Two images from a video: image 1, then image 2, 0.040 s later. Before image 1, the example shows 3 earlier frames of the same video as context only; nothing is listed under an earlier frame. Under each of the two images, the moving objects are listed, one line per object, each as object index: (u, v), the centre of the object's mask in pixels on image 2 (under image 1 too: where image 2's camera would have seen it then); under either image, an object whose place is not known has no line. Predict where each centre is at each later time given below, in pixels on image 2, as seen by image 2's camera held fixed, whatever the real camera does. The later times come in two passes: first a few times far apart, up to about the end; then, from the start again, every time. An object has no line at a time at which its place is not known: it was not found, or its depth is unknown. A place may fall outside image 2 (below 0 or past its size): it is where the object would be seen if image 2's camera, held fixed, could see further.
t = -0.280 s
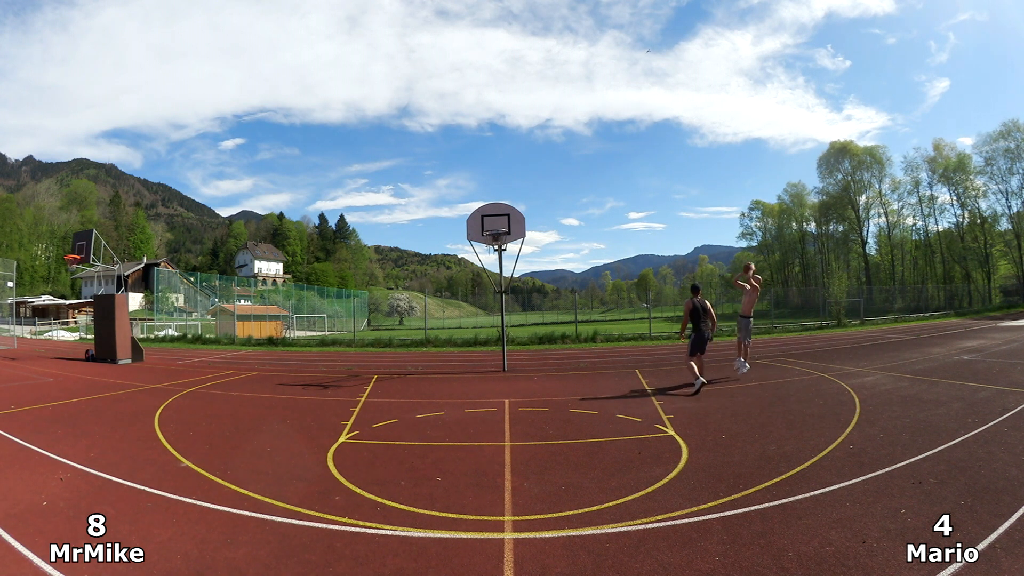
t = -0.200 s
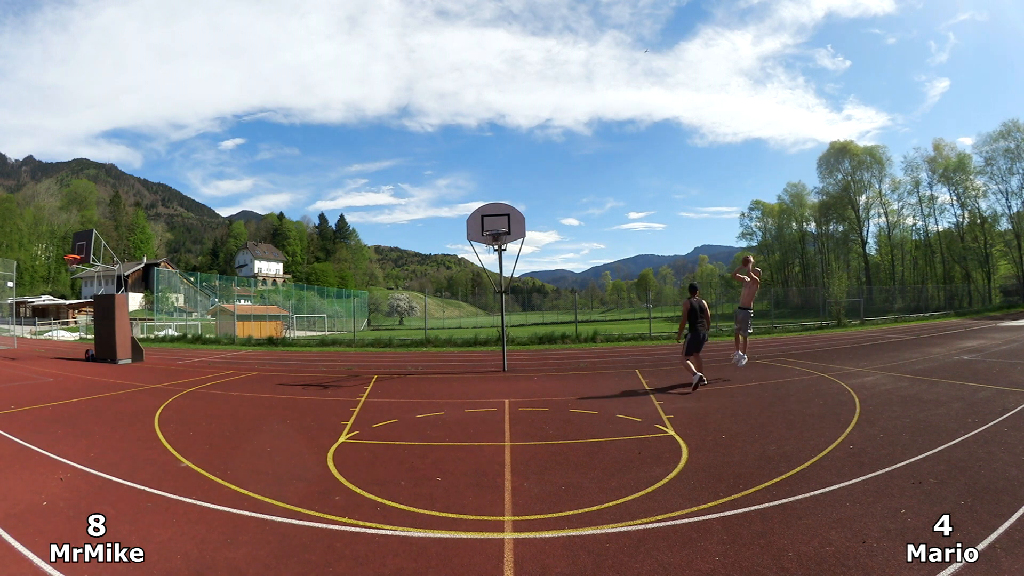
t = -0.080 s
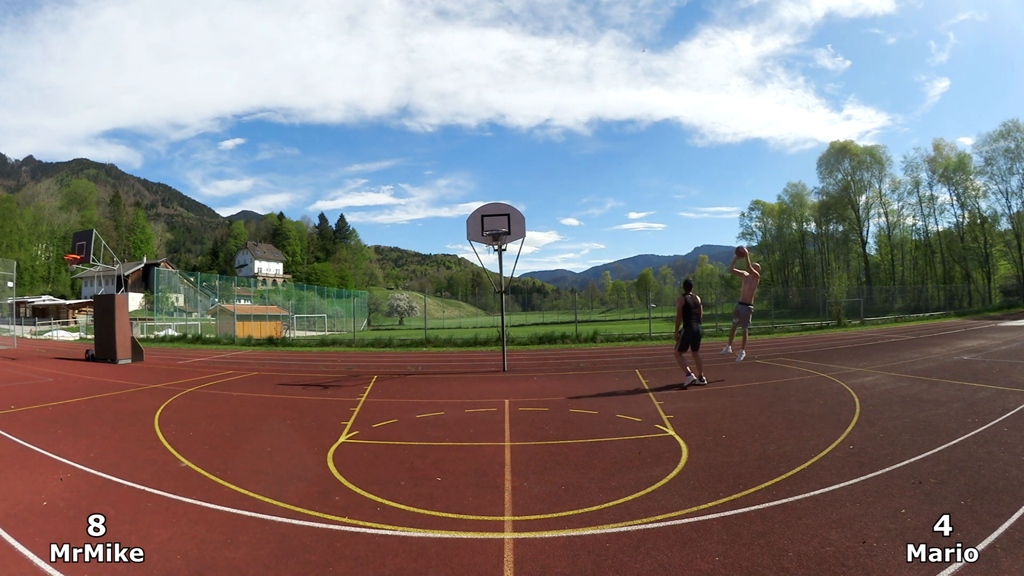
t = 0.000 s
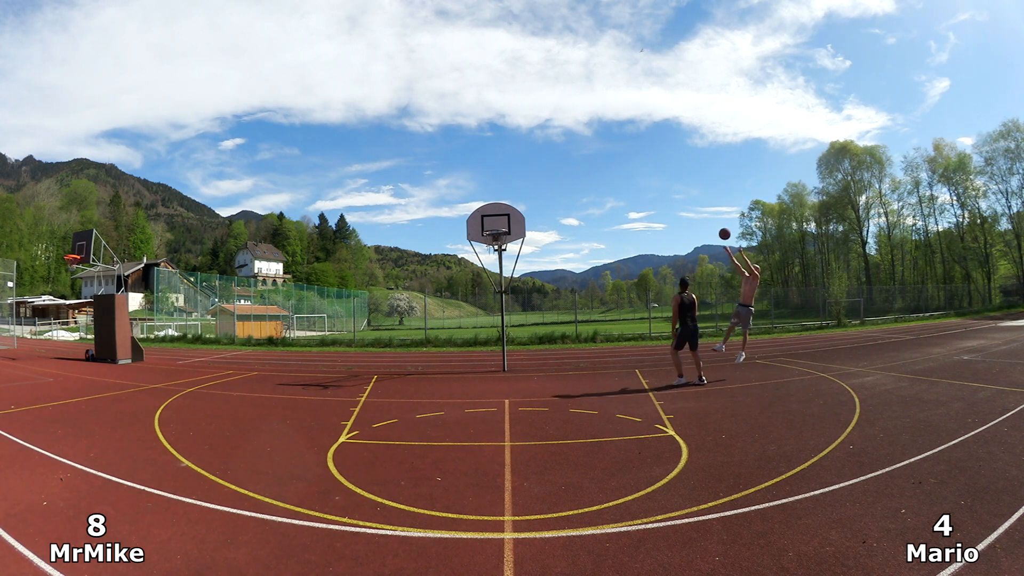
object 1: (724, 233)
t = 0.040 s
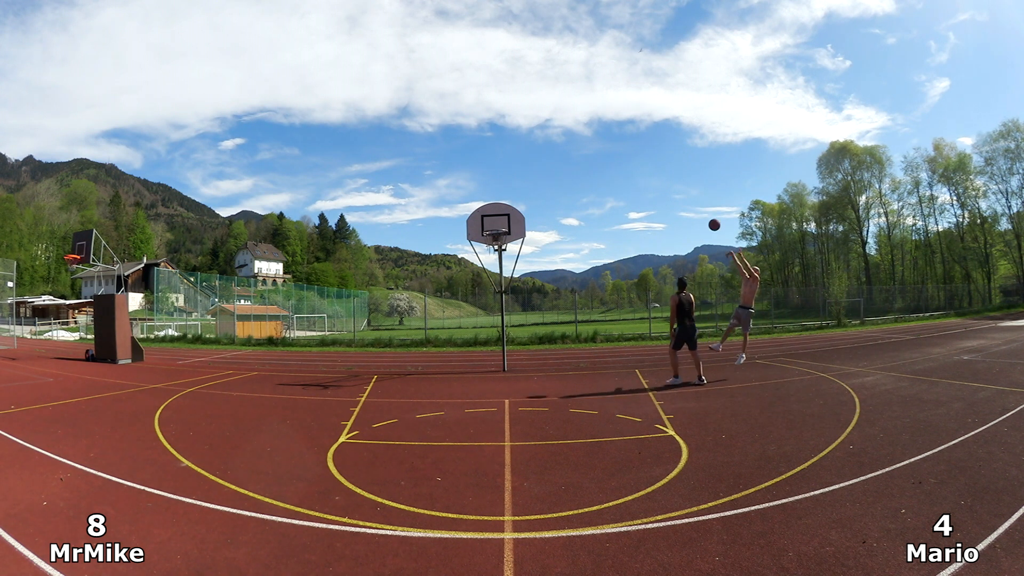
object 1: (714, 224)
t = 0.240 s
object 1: (662, 191)
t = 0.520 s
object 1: (591, 180)
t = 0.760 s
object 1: (531, 203)
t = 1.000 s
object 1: (491, 215)
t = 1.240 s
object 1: (466, 218)
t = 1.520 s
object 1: (439, 259)
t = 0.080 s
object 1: (704, 216)
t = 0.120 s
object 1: (693, 209)
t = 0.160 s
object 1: (683, 202)
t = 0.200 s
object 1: (673, 196)
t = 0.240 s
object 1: (662, 191)
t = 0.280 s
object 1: (652, 187)
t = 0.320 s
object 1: (642, 184)
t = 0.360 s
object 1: (631, 182)
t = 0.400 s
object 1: (621, 180)
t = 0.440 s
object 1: (611, 179)
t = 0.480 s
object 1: (601, 179)
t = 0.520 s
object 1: (591, 180)
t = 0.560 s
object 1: (581, 182)
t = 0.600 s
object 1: (571, 184)
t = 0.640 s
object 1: (561, 188)
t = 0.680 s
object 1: (551, 192)
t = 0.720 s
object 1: (541, 197)
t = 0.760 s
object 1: (531, 203)
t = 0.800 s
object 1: (522, 209)
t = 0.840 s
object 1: (512, 216)
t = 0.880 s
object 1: (503, 224)
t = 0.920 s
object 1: (499, 220)
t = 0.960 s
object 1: (495, 217)
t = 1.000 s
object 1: (491, 215)
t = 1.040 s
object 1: (487, 214)
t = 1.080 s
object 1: (482, 213)
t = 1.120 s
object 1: (479, 213)
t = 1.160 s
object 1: (475, 214)
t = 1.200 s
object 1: (470, 215)
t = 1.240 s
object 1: (466, 218)
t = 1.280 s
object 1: (462, 221)
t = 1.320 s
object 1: (458, 225)
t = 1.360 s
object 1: (454, 230)
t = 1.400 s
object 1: (450, 236)
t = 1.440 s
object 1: (446, 242)
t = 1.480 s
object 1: (442, 250)
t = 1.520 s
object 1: (439, 259)
